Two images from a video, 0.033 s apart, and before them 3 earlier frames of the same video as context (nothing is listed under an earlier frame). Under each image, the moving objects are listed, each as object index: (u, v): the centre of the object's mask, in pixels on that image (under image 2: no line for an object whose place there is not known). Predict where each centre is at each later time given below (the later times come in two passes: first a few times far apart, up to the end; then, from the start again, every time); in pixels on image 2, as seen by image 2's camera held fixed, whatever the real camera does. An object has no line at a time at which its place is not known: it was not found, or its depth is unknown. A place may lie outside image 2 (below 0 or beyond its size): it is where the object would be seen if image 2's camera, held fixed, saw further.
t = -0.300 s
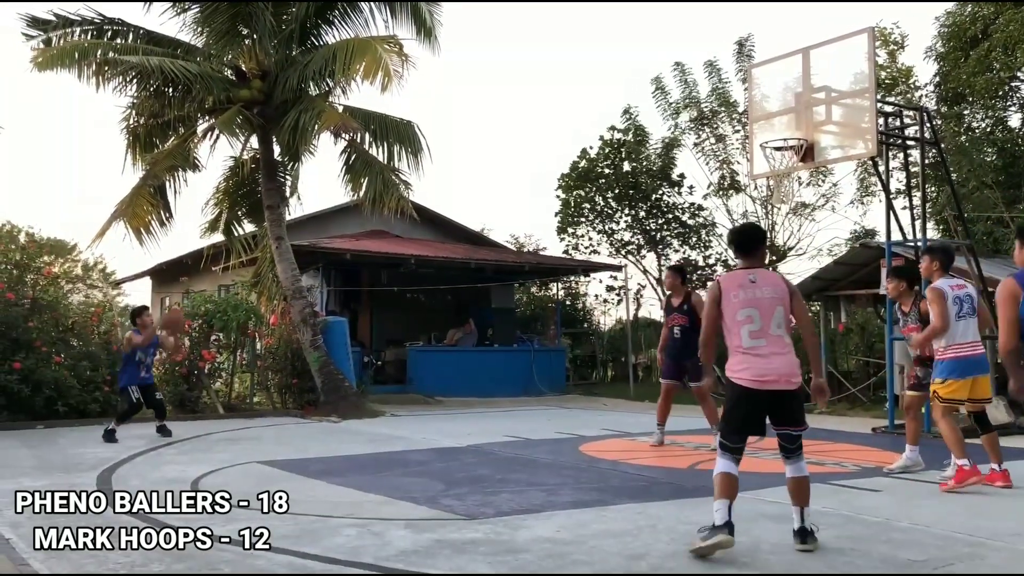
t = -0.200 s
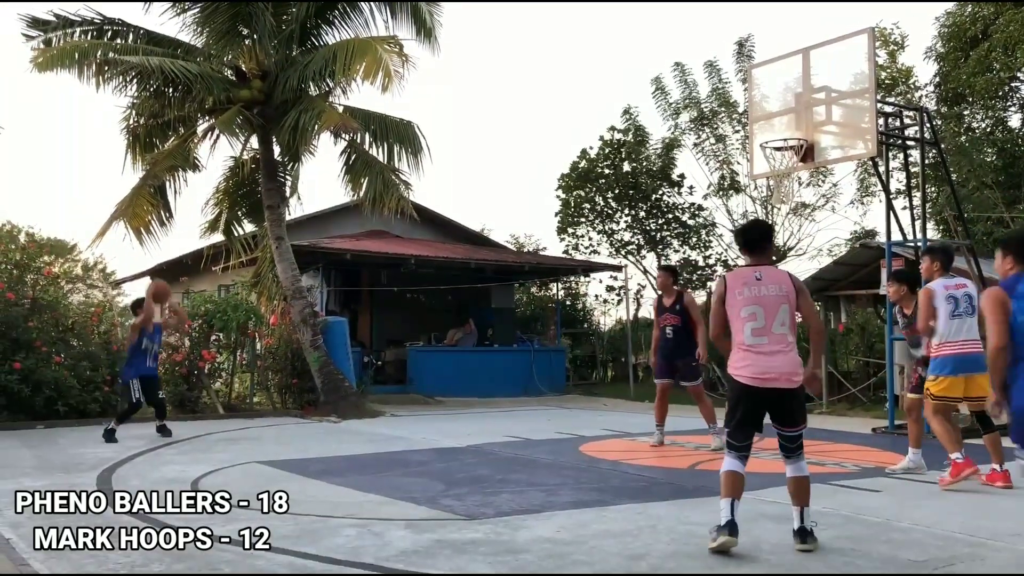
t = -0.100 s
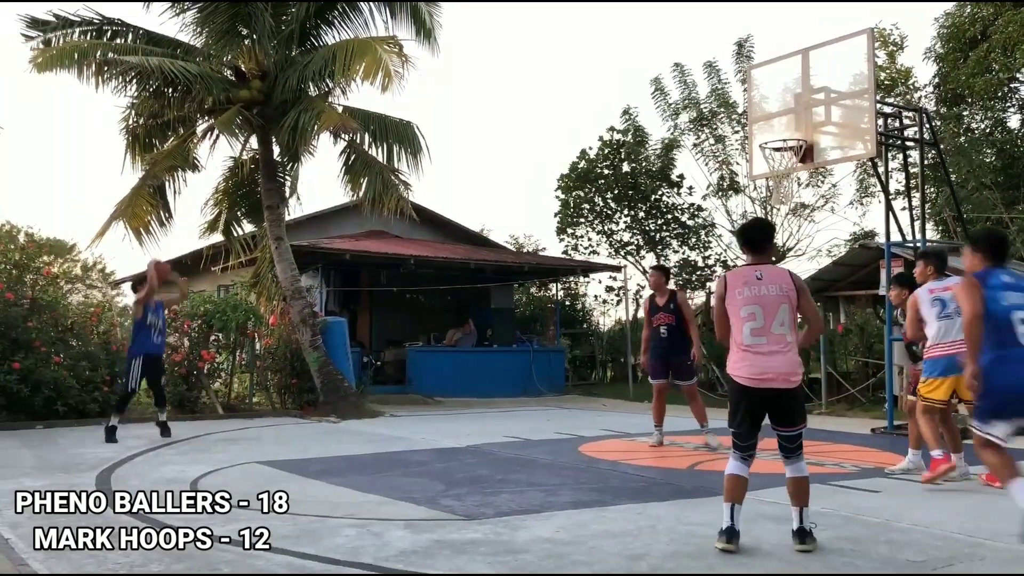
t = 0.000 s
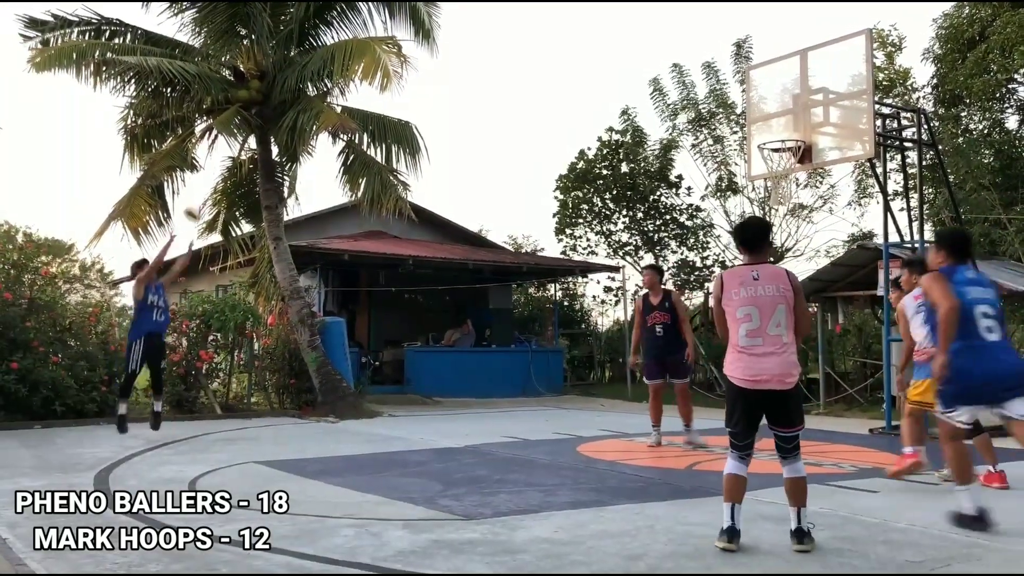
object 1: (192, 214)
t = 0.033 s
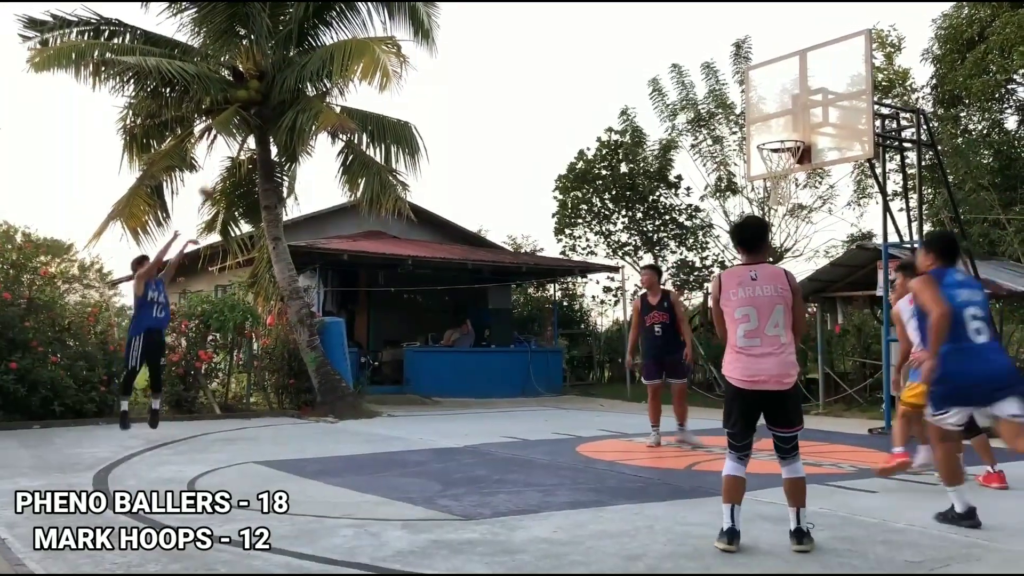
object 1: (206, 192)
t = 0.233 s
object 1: (302, 92)
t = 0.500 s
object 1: (436, 17)
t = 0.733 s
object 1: (551, 8)
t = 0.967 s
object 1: (668, 48)
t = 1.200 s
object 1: (782, 133)
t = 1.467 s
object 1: (776, 108)
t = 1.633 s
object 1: (742, 115)
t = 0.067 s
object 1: (225, 172)
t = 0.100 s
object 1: (240, 155)
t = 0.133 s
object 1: (257, 133)
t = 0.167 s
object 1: (271, 120)
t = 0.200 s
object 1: (289, 104)
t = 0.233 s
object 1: (302, 92)
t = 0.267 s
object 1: (321, 77)
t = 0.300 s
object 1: (337, 66)
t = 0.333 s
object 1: (353, 55)
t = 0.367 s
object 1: (371, 47)
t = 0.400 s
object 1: (388, 38)
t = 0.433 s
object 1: (404, 29)
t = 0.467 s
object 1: (420, 22)
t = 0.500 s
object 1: (436, 17)
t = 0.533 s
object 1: (453, 12)
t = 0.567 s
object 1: (469, 10)
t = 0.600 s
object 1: (486, 8)
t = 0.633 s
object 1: (502, 7)
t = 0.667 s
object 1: (518, 7)
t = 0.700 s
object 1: (535, 7)
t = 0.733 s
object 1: (551, 8)
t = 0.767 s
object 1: (567, 9)
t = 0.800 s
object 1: (585, 13)
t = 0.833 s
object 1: (601, 17)
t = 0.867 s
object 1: (618, 23)
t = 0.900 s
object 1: (635, 31)
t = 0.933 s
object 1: (651, 39)
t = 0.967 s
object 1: (668, 48)
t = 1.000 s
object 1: (684, 59)
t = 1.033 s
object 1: (702, 71)
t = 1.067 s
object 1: (719, 84)
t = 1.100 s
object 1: (735, 98)
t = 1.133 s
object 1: (753, 111)
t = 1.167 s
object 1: (768, 127)
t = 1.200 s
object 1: (782, 133)
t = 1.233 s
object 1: (790, 132)
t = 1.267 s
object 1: (796, 128)
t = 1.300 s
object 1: (802, 126)
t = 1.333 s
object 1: (803, 123)
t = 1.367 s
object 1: (796, 117)
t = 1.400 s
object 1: (789, 114)
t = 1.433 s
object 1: (783, 110)
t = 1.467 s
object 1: (776, 108)
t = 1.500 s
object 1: (769, 108)
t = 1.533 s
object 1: (762, 108)
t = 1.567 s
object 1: (756, 109)
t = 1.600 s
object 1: (749, 111)
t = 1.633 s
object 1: (742, 115)
